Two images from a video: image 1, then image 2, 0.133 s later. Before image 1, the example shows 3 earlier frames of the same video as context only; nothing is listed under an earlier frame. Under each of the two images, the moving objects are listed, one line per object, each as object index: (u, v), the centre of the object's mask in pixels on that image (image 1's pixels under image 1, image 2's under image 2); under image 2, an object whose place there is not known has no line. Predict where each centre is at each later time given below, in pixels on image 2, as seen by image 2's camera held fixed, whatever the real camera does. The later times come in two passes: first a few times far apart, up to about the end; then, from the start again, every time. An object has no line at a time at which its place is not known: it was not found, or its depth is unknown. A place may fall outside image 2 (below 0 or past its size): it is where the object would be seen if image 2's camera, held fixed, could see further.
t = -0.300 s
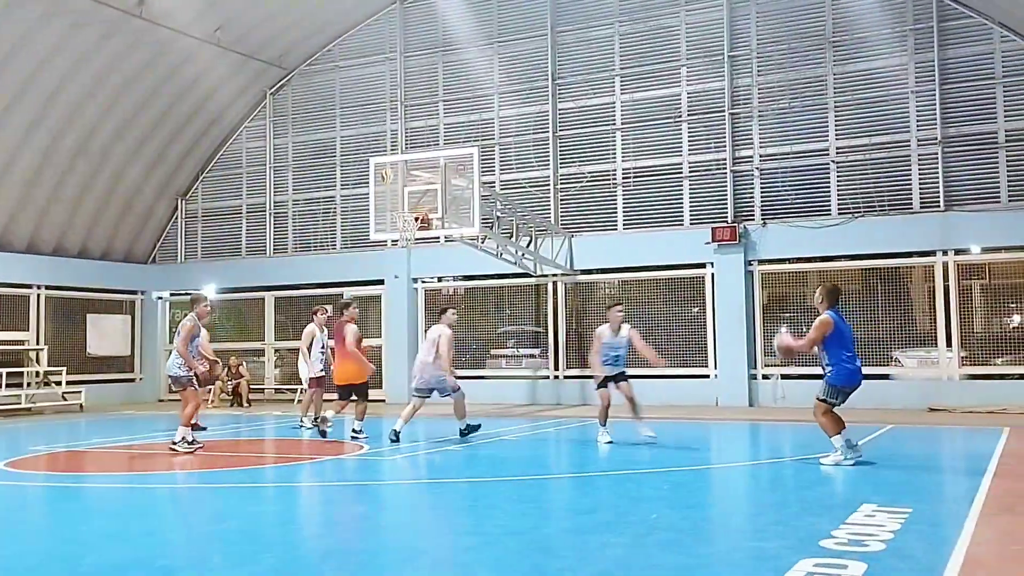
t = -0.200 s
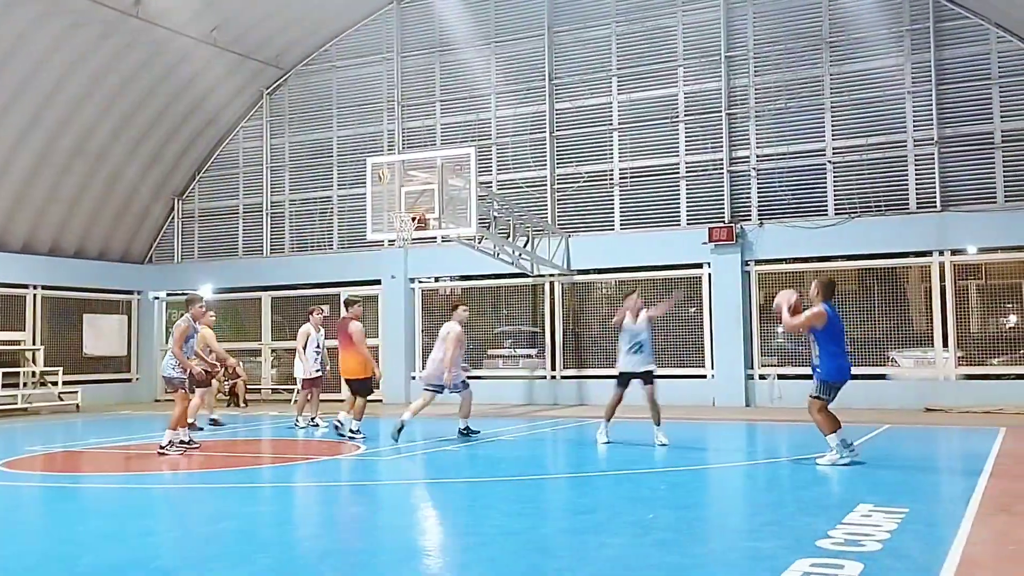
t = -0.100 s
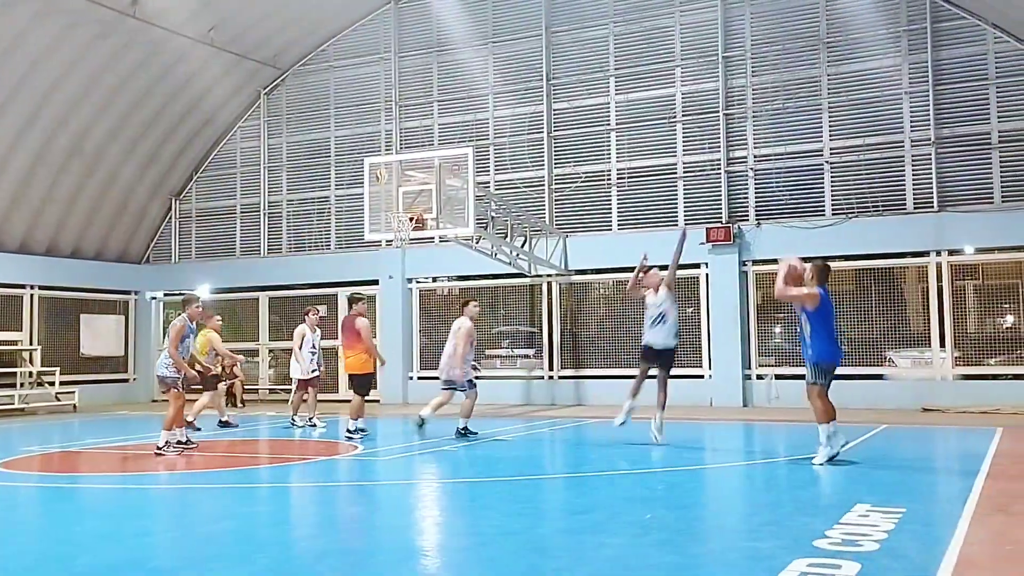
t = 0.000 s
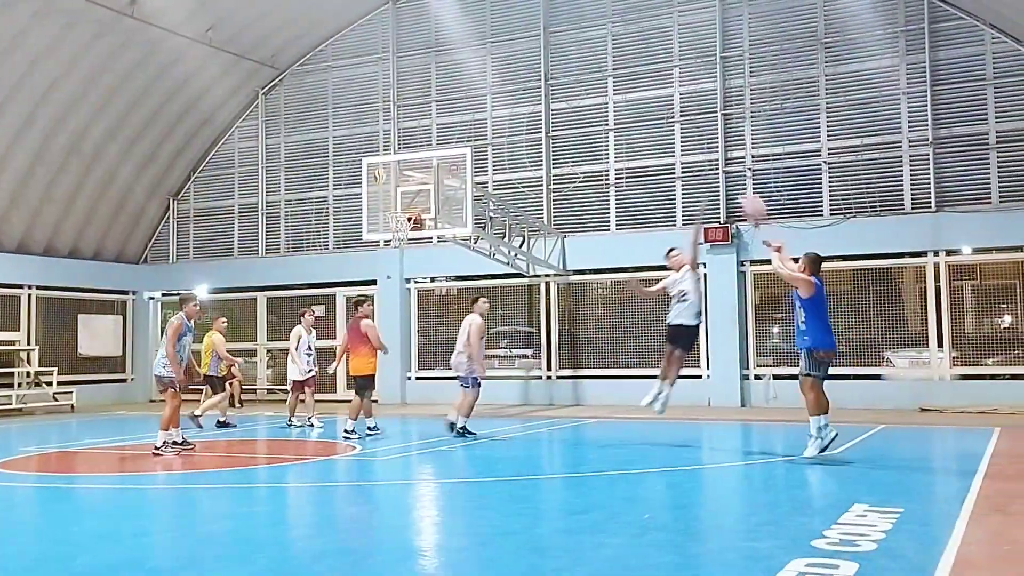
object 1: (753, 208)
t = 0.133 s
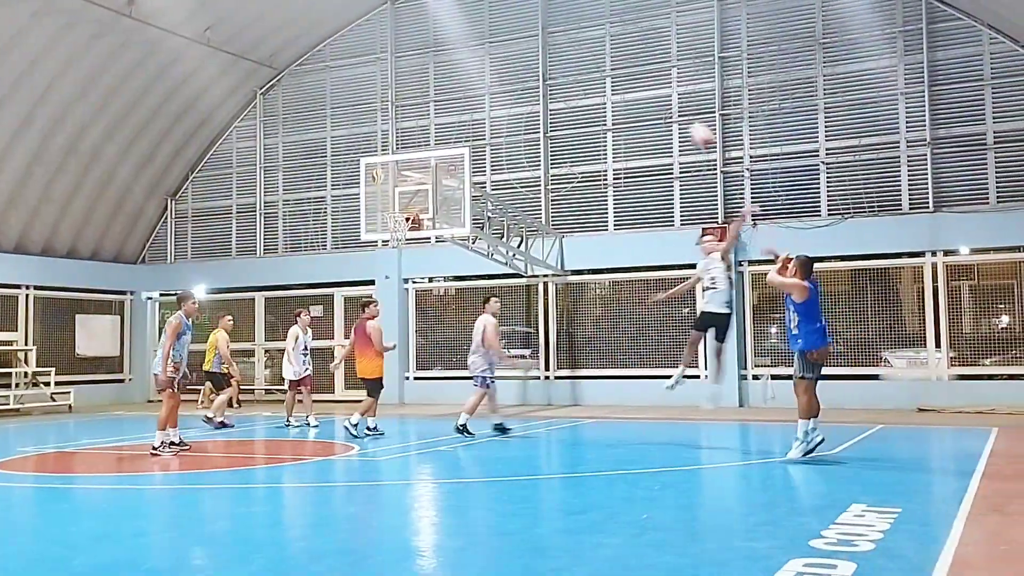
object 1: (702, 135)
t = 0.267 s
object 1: (661, 84)
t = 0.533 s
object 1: (594, 40)
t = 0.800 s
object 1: (536, 56)
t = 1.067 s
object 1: (489, 122)
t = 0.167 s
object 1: (690, 120)
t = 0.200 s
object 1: (679, 108)
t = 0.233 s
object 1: (670, 96)
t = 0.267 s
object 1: (661, 84)
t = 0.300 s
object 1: (651, 74)
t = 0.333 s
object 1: (643, 66)
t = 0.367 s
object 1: (635, 60)
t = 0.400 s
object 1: (626, 54)
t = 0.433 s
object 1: (618, 49)
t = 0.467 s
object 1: (609, 45)
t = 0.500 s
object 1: (601, 42)
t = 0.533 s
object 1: (594, 40)
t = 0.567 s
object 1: (586, 38)
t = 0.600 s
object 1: (578, 37)
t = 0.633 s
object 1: (571, 38)
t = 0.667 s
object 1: (563, 40)
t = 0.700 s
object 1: (556, 42)
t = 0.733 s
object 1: (549, 47)
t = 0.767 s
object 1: (542, 51)
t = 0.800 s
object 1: (536, 56)
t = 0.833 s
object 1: (531, 60)
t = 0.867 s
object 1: (524, 67)
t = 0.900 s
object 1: (518, 75)
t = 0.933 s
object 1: (513, 83)
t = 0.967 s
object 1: (507, 92)
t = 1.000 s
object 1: (500, 101)
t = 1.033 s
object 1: (495, 111)
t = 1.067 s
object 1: (489, 122)
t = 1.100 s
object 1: (484, 133)
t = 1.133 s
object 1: (480, 144)
